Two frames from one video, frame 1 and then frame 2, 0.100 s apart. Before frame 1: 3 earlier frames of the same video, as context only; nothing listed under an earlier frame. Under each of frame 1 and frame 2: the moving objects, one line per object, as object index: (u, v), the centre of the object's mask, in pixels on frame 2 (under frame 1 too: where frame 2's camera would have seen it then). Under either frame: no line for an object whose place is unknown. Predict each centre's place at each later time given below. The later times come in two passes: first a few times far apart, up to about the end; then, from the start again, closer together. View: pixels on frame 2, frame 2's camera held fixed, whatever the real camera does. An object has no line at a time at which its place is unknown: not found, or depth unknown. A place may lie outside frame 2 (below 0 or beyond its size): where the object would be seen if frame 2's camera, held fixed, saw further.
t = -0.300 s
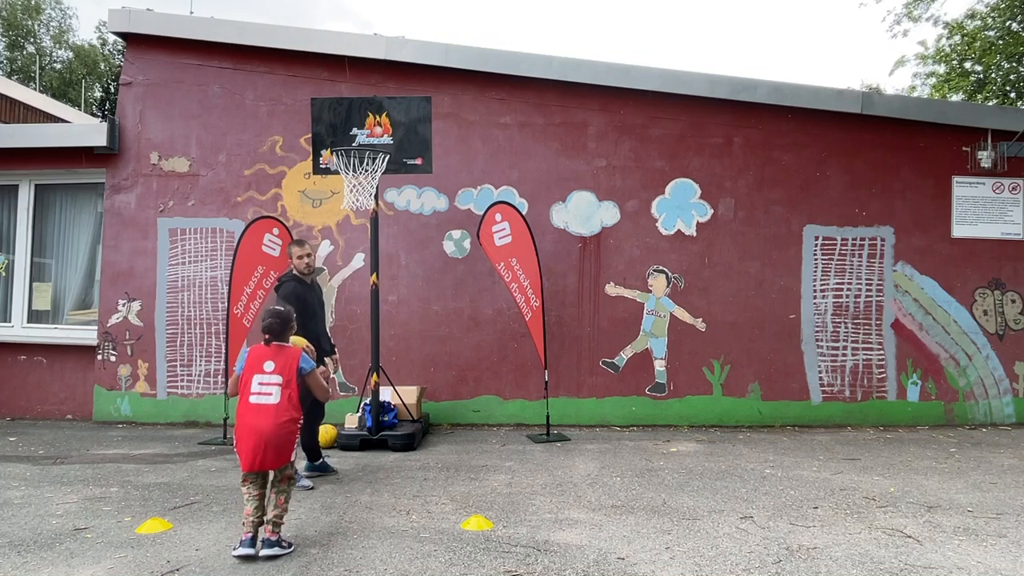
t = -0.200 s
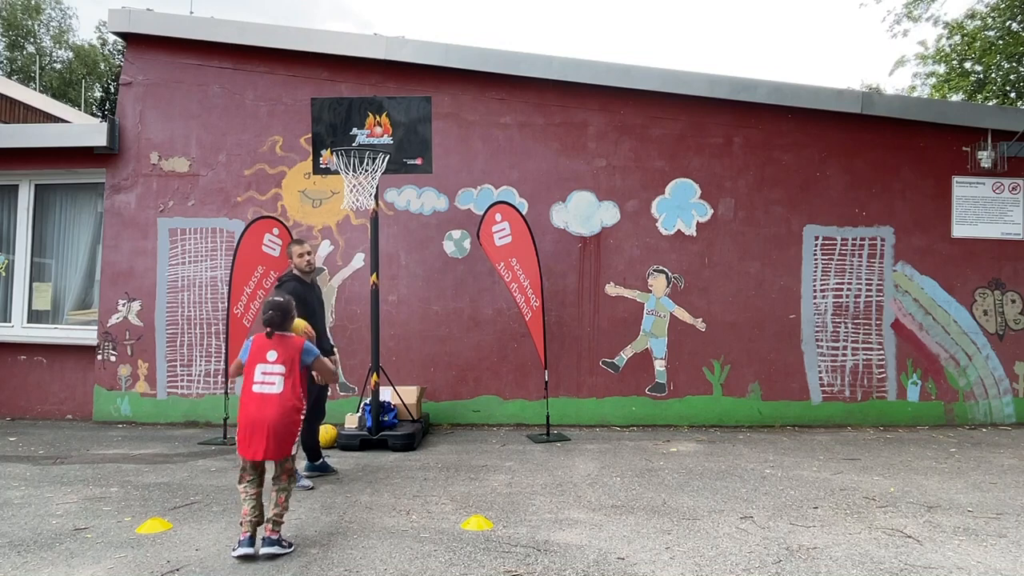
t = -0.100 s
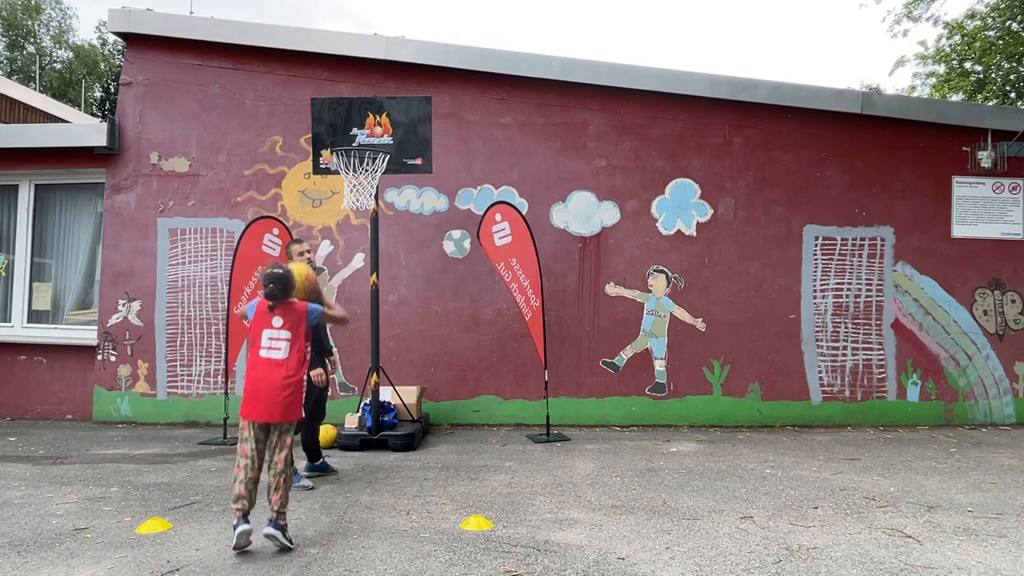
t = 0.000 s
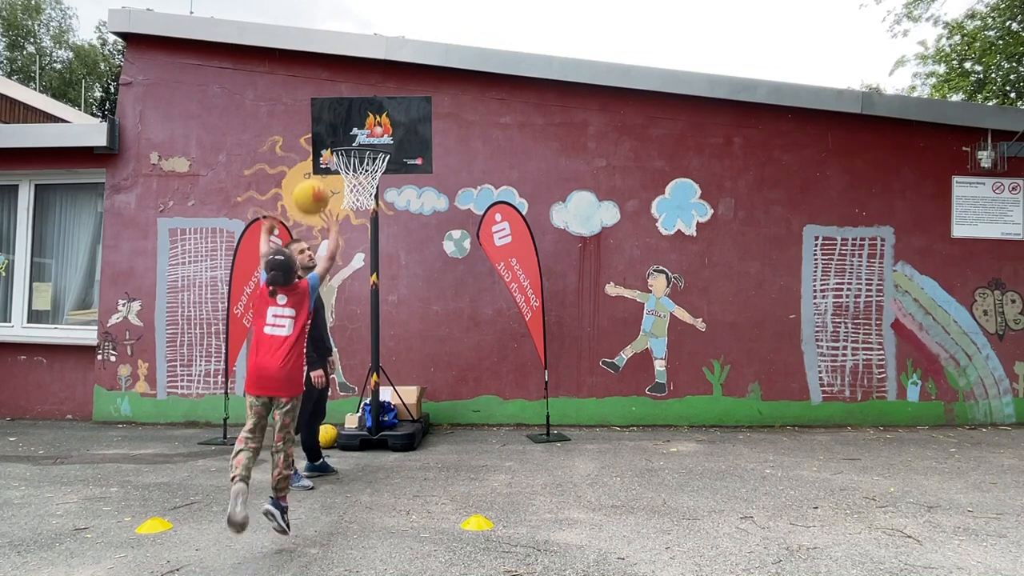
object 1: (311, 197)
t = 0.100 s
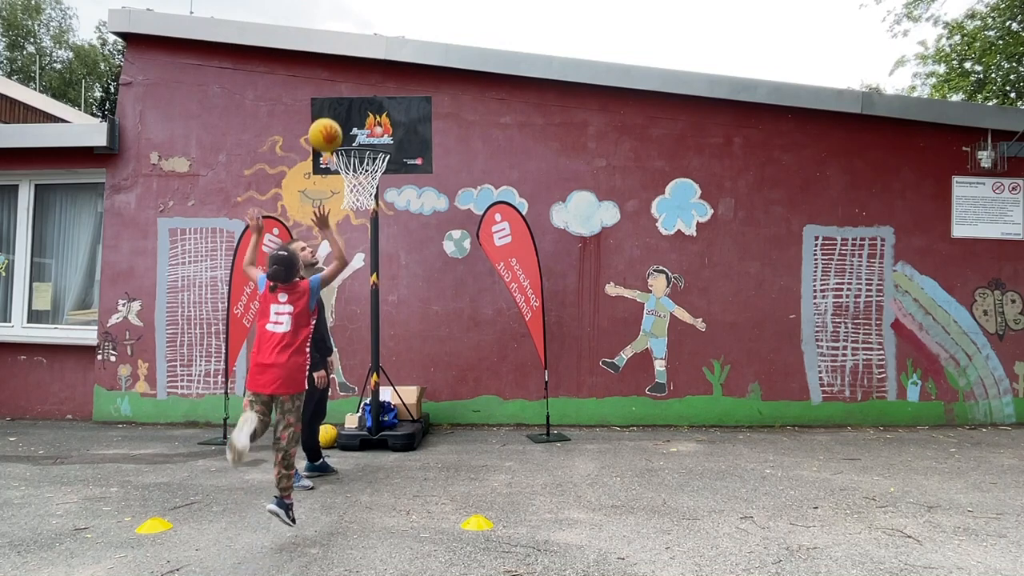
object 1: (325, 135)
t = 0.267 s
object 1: (344, 80)
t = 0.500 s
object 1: (363, 76)
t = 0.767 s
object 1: (362, 124)
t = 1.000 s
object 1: (355, 190)
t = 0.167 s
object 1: (333, 107)
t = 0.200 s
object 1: (337, 95)
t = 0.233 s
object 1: (341, 87)
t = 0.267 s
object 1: (344, 80)
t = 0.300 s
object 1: (348, 75)
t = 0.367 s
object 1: (353, 70)
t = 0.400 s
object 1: (356, 69)
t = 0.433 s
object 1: (358, 70)
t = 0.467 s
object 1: (361, 72)
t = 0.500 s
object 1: (363, 76)
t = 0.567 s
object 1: (367, 87)
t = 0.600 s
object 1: (369, 93)
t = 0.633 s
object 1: (371, 101)
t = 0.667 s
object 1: (370, 107)
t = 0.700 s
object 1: (367, 112)
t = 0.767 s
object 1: (362, 124)
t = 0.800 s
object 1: (359, 133)
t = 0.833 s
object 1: (357, 144)
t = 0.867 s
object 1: (354, 155)
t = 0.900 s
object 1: (354, 164)
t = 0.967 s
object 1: (354, 181)
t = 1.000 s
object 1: (355, 190)
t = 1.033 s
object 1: (354, 201)
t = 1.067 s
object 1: (356, 212)
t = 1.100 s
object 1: (356, 223)
